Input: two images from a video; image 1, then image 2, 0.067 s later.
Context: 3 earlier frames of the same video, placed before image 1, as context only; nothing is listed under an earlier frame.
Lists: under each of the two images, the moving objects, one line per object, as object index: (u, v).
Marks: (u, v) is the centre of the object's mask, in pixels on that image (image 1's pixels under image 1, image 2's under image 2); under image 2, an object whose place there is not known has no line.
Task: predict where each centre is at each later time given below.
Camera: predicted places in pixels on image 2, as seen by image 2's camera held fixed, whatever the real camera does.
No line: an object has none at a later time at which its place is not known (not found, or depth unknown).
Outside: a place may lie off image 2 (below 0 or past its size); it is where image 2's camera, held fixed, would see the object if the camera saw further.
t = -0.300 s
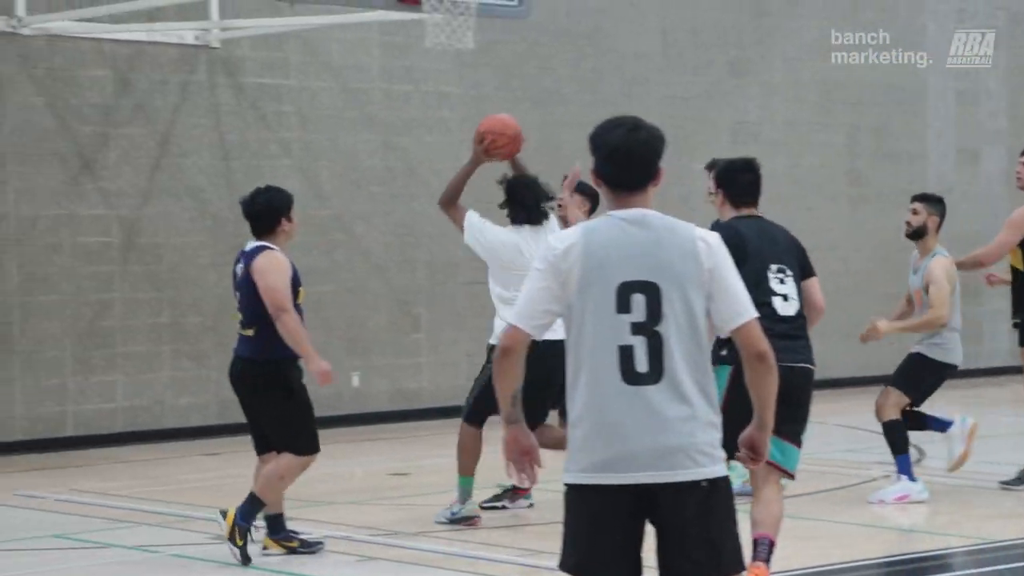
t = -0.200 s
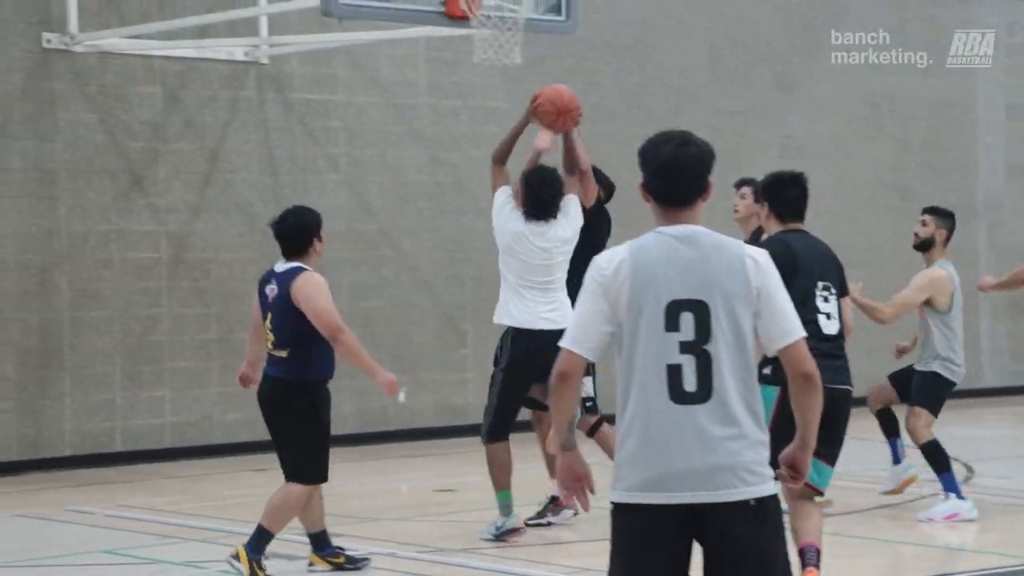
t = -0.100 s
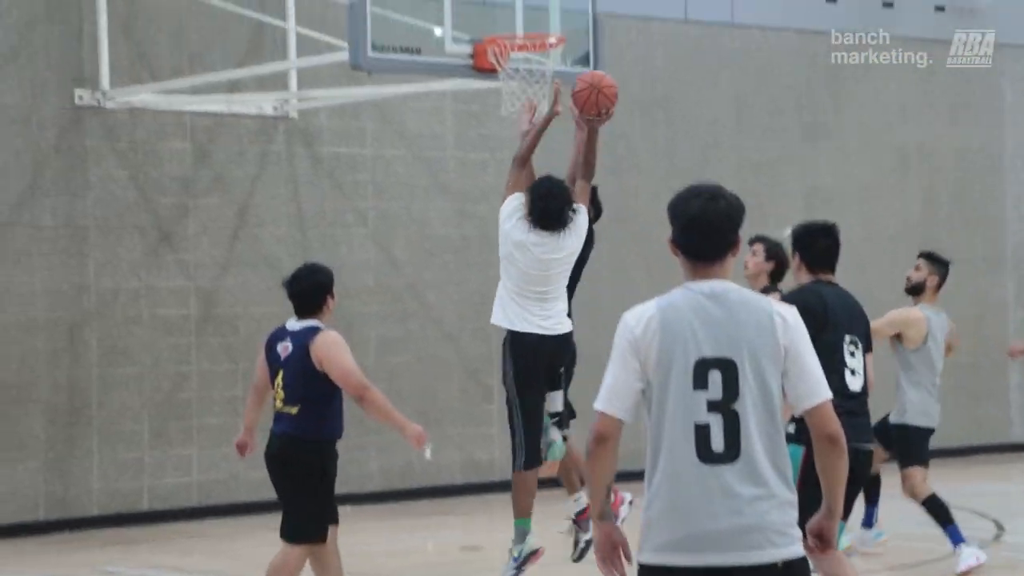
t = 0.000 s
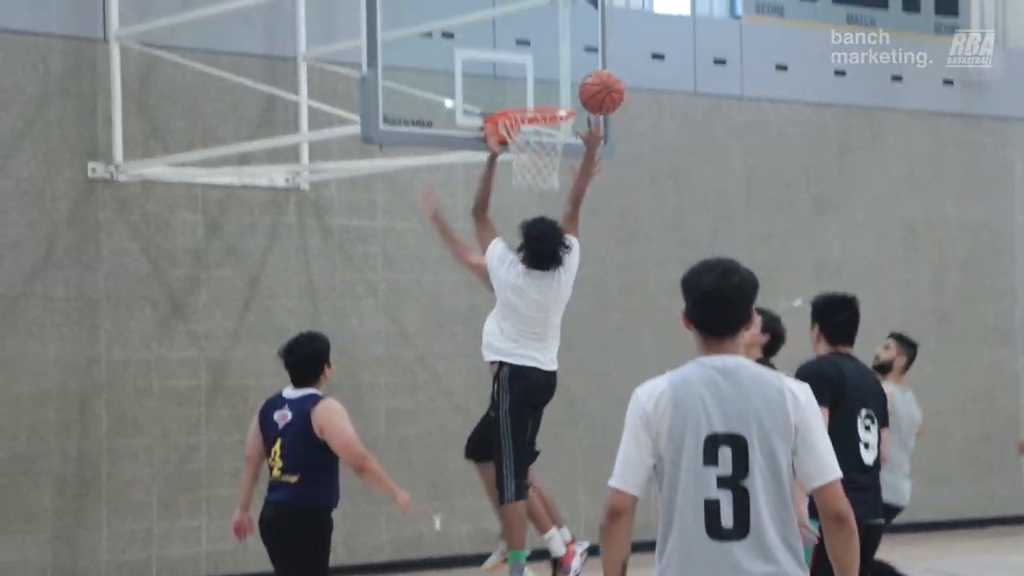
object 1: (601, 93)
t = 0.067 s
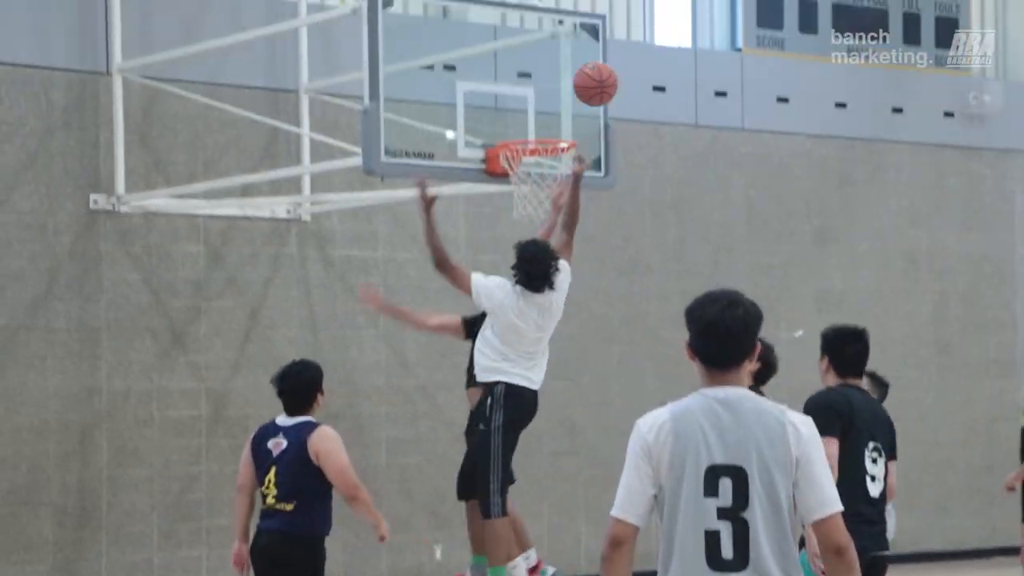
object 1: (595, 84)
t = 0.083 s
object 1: (594, 75)
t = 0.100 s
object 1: (592, 67)
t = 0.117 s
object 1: (590, 60)
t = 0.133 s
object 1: (588, 53)
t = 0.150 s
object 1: (587, 47)
